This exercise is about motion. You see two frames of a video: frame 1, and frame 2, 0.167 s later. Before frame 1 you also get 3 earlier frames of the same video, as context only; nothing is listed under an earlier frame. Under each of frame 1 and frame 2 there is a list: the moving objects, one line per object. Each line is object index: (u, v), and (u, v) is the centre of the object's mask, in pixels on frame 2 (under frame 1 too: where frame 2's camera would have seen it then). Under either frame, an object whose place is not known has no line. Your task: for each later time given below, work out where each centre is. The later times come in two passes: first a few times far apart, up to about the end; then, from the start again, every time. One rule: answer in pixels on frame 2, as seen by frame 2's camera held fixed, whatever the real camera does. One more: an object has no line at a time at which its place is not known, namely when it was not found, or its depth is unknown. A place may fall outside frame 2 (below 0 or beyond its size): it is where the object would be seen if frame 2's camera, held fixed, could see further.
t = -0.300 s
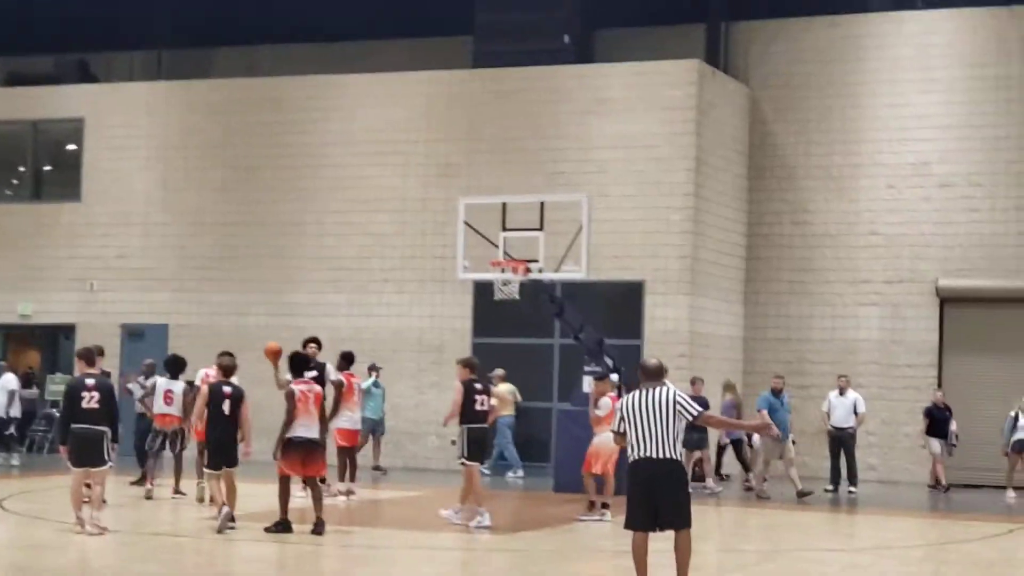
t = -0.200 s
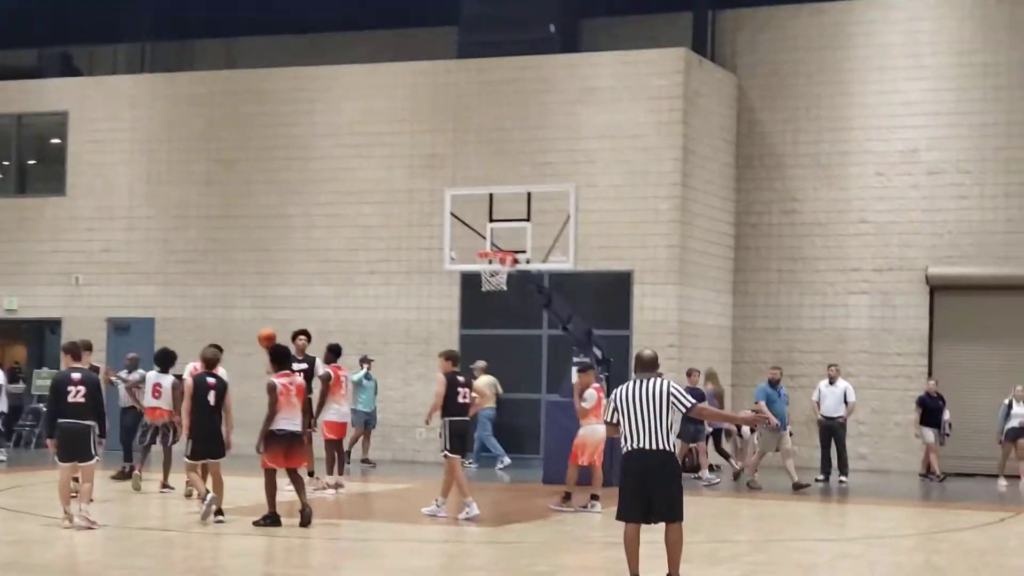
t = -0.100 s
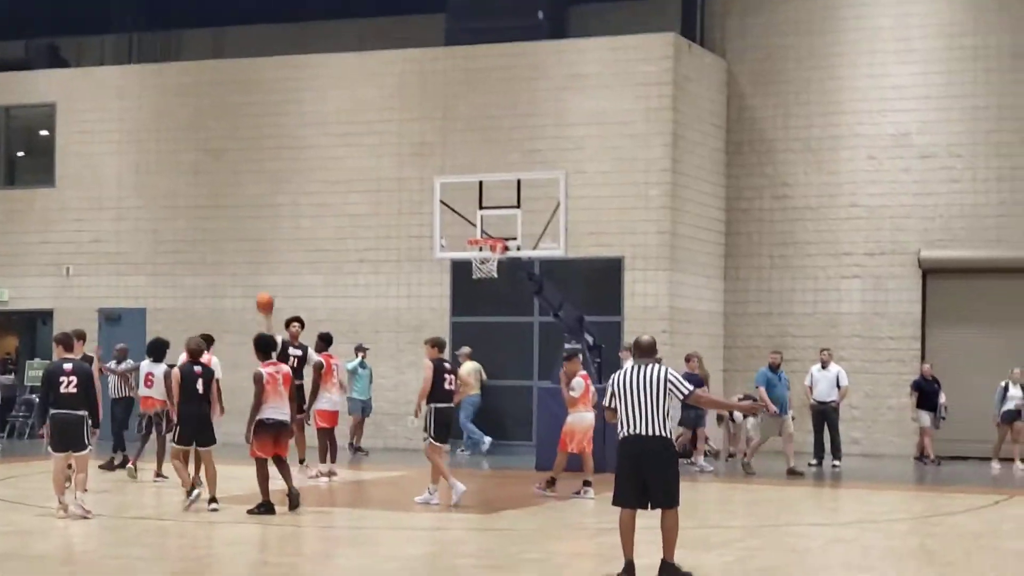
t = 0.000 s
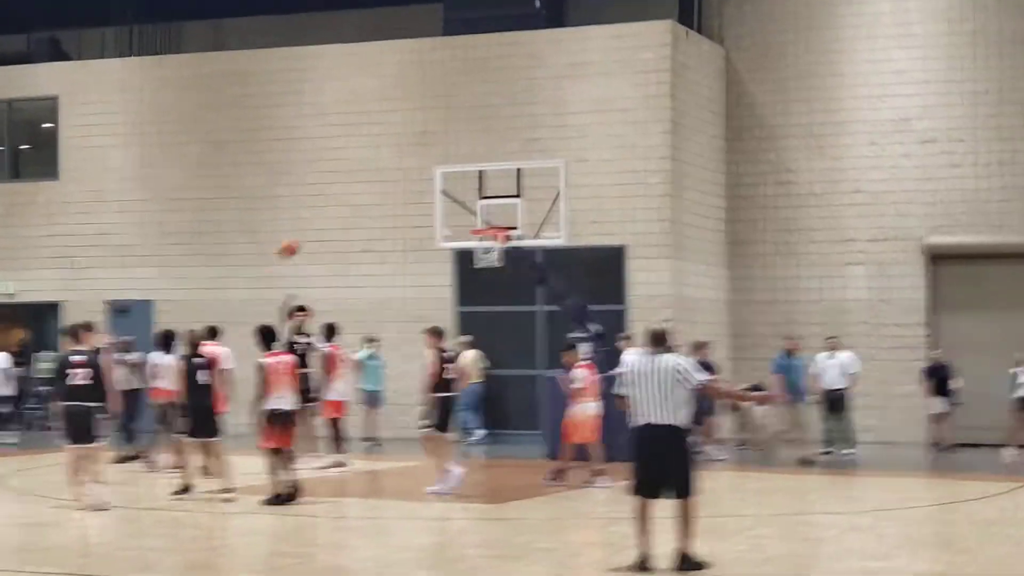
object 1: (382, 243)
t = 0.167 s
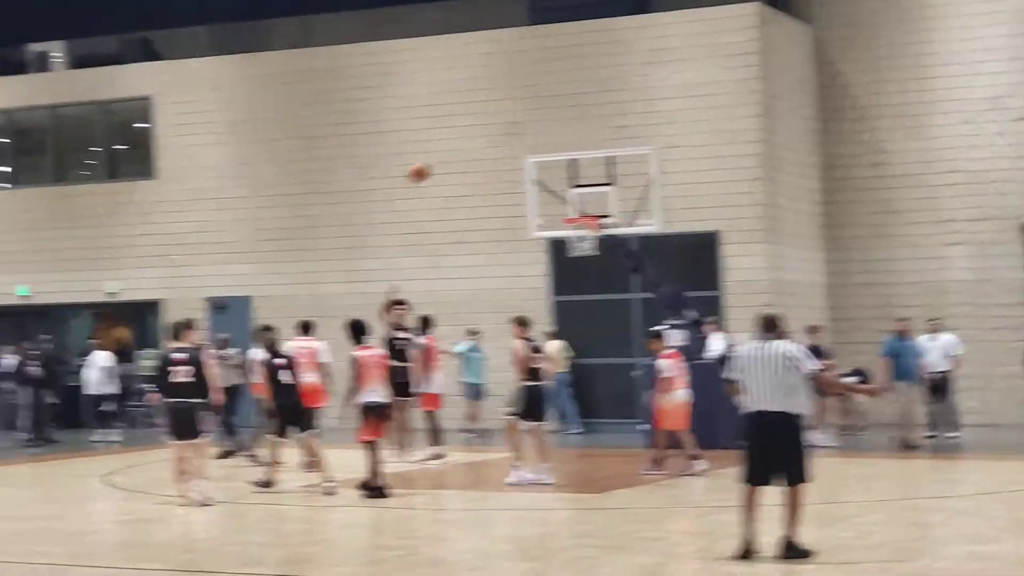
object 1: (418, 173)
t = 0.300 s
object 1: (456, 130)
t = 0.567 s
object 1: (532, 78)
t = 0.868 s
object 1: (634, 90)
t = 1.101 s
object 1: (730, 175)
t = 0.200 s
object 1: (427, 161)
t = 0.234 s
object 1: (438, 150)
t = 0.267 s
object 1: (447, 140)
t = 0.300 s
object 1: (456, 130)
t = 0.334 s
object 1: (464, 120)
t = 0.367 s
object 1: (474, 112)
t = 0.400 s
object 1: (483, 104)
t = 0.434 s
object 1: (492, 97)
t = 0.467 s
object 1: (501, 91)
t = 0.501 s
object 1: (512, 85)
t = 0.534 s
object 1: (521, 82)
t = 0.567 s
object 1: (532, 78)
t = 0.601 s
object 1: (542, 75)
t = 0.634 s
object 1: (553, 73)
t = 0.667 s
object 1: (564, 73)
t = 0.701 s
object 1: (576, 73)
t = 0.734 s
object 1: (586, 74)
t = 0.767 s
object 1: (597, 77)
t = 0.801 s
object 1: (608, 79)
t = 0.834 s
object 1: (621, 84)
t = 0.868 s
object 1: (634, 90)
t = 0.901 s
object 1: (646, 98)
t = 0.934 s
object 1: (659, 107)
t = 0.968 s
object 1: (672, 118)
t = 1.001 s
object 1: (686, 129)
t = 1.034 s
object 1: (701, 143)
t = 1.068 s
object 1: (715, 157)
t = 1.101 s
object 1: (730, 175)
